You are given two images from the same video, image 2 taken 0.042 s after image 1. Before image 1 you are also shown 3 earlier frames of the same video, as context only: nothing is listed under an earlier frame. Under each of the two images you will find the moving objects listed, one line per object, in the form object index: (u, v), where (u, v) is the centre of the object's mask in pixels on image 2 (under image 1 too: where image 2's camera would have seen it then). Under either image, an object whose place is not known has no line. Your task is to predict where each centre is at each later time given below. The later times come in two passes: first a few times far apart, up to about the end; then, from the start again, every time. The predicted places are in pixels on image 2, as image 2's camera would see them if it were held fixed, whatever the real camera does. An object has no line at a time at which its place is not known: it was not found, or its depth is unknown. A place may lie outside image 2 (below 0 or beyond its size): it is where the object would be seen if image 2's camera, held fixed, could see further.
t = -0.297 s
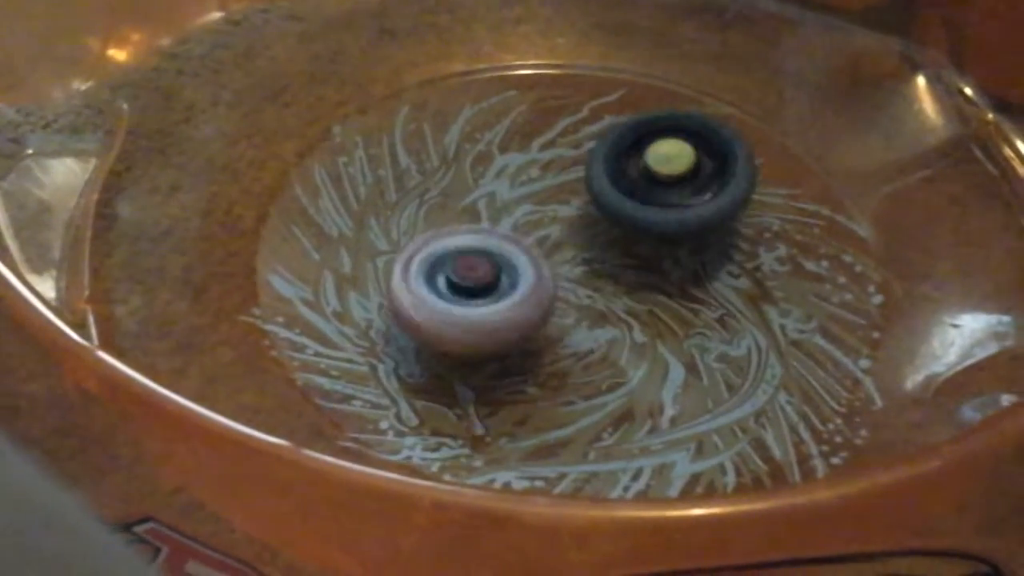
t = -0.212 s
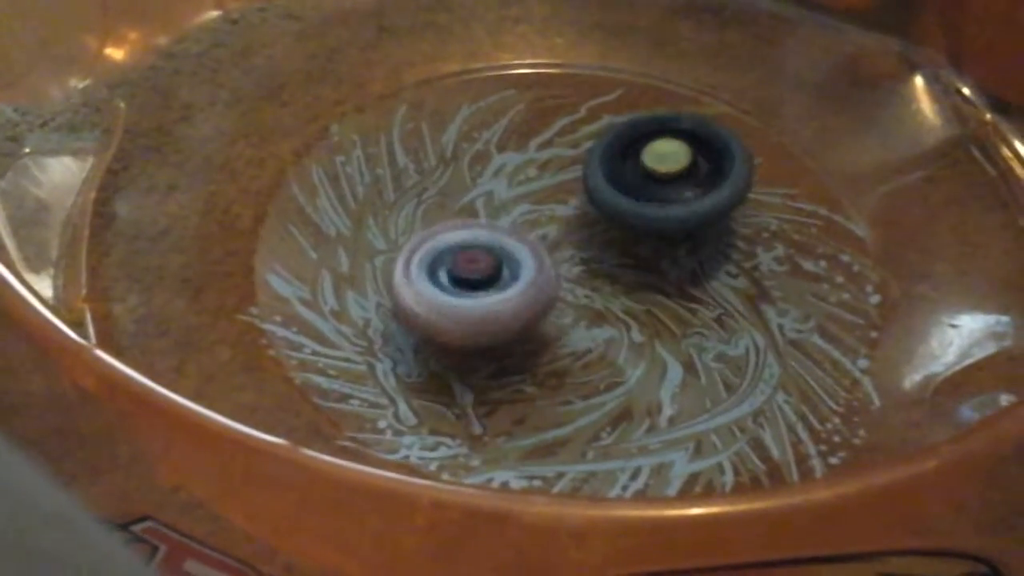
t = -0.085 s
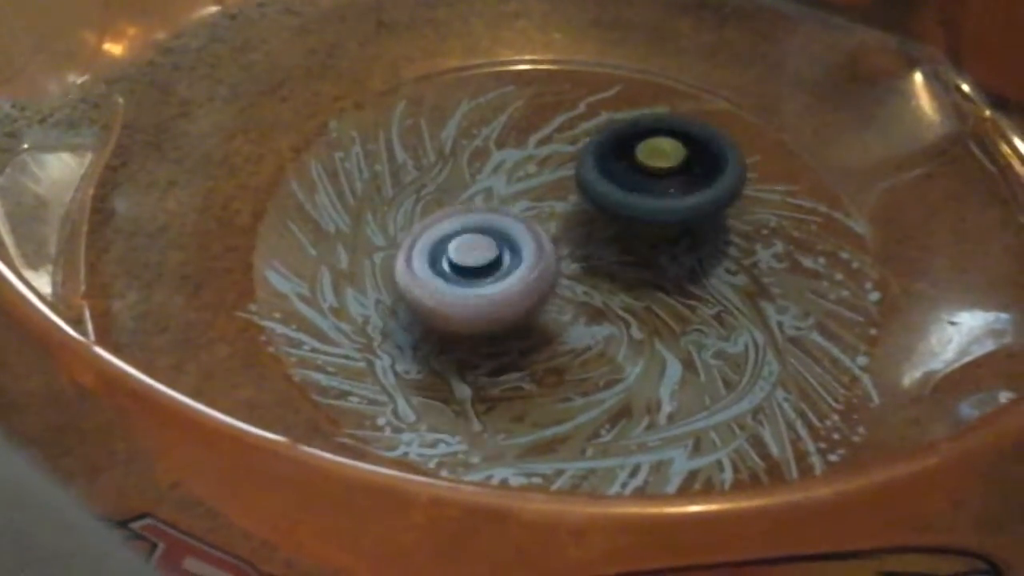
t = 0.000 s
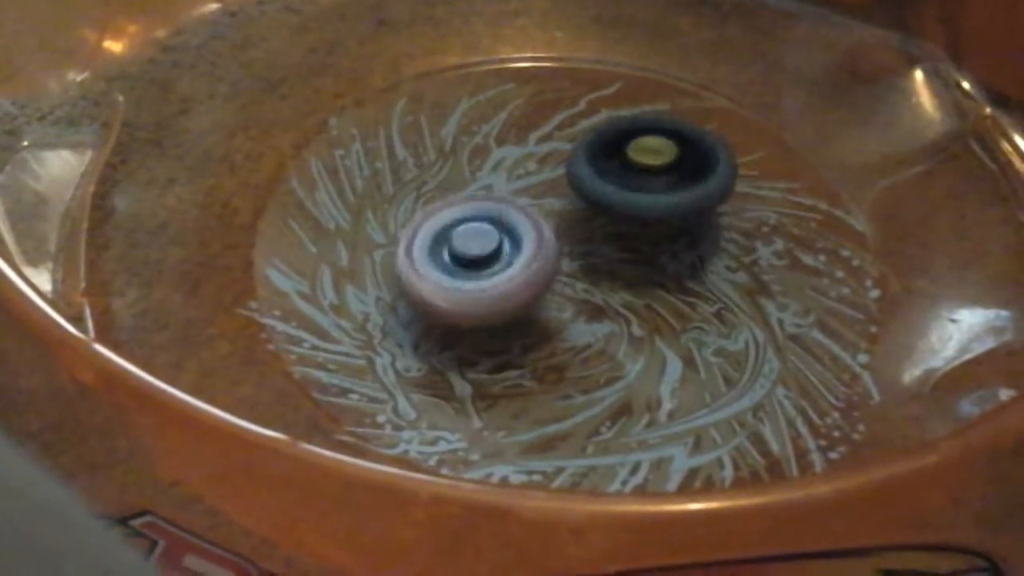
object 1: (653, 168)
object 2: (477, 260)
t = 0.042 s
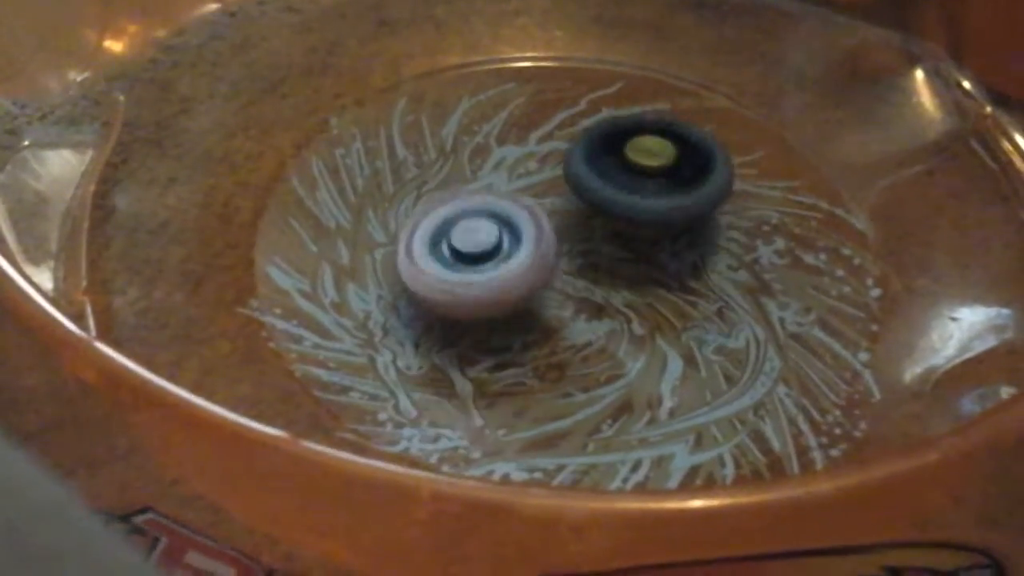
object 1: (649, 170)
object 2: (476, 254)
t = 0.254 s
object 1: (628, 165)
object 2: (464, 238)
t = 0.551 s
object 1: (617, 160)
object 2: (451, 231)
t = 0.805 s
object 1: (614, 165)
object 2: (463, 231)
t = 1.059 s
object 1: (626, 172)
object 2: (443, 245)
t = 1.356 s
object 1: (635, 185)
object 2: (466, 259)
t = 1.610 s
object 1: (667, 180)
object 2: (463, 273)
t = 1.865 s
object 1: (668, 185)
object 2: (473, 258)
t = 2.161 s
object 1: (639, 184)
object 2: (469, 234)
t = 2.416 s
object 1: (634, 171)
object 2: (458, 221)
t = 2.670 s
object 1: (638, 171)
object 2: (473, 217)
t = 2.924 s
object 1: (635, 178)
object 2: (466, 218)
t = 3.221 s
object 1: (658, 184)
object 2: (430, 234)
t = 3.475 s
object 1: (653, 186)
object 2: (468, 239)
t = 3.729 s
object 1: (664, 178)
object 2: (472, 247)
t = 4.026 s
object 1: (669, 164)
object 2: (479, 240)
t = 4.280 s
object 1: (675, 165)
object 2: (478, 228)
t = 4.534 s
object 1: (669, 180)
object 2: (477, 222)
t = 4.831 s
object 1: (655, 169)
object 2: (485, 213)
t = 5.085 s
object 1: (649, 171)
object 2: (483, 201)
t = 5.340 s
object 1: (709, 173)
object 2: (361, 208)
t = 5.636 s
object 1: (720, 162)
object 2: (336, 216)
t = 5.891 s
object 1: (688, 177)
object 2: (520, 273)
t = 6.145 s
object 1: (583, 188)
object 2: (709, 315)
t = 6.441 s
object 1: (508, 172)
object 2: (753, 286)
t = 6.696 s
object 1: (498, 180)
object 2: (669, 181)
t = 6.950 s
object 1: (501, 186)
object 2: (621, 103)
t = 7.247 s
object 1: (493, 198)
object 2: (567, 115)
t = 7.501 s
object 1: (491, 217)
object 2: (573, 118)
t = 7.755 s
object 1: (500, 209)
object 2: (645, 152)
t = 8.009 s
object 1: (507, 205)
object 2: (710, 216)
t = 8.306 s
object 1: (507, 205)
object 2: (721, 266)
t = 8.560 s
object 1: (513, 205)
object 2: (707, 261)
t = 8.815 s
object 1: (485, 198)
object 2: (671, 244)
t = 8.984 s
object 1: (443, 186)
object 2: (703, 238)
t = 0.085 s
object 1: (642, 169)
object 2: (474, 250)
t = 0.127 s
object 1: (639, 171)
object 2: (472, 247)
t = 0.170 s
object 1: (634, 168)
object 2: (469, 244)
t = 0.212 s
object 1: (632, 167)
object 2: (467, 240)
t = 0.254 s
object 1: (628, 165)
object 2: (464, 238)
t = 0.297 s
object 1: (625, 161)
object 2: (463, 235)
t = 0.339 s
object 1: (624, 162)
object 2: (462, 232)
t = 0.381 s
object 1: (622, 161)
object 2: (456, 231)
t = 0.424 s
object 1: (621, 161)
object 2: (452, 231)
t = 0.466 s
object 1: (619, 161)
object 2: (453, 230)
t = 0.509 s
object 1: (619, 160)
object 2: (450, 230)
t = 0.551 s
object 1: (617, 160)
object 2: (451, 231)
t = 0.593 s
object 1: (616, 159)
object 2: (452, 231)
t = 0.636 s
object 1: (616, 160)
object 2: (456, 231)
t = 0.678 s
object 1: (615, 160)
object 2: (457, 231)
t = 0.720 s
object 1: (616, 161)
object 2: (459, 232)
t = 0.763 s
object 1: (614, 163)
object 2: (462, 231)
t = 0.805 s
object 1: (614, 165)
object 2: (463, 231)
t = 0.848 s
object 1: (611, 166)
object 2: (466, 229)
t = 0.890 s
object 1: (612, 165)
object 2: (466, 228)
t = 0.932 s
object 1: (617, 168)
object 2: (465, 234)
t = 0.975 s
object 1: (615, 170)
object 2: (468, 233)
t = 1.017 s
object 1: (619, 169)
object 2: (450, 240)
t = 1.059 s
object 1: (626, 172)
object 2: (443, 245)
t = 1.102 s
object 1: (630, 174)
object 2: (441, 249)
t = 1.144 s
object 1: (633, 172)
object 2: (442, 251)
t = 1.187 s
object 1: (636, 174)
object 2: (444, 254)
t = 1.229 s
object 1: (636, 175)
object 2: (445, 257)
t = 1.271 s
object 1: (636, 177)
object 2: (450, 260)
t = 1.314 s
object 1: (637, 181)
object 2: (457, 260)
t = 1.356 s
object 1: (635, 185)
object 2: (466, 259)
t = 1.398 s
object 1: (632, 188)
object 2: (480, 258)
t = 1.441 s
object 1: (633, 186)
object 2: (484, 261)
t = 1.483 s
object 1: (660, 181)
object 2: (469, 271)
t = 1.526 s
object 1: (668, 182)
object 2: (466, 275)
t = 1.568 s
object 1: (667, 183)
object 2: (466, 274)
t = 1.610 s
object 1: (667, 180)
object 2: (463, 273)
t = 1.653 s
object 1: (671, 177)
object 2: (466, 273)
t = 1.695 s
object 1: (673, 178)
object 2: (467, 269)
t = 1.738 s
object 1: (670, 180)
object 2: (468, 268)
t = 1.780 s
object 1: (672, 182)
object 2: (470, 264)
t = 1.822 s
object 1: (671, 183)
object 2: (471, 261)
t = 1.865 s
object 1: (668, 185)
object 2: (473, 258)
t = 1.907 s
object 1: (665, 186)
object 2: (474, 255)
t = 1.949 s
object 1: (660, 188)
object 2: (477, 250)
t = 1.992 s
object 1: (656, 186)
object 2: (475, 246)
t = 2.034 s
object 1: (652, 187)
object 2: (475, 243)
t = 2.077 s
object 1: (648, 185)
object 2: (473, 238)
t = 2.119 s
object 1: (645, 184)
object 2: (471, 236)
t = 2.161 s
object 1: (639, 184)
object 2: (469, 234)
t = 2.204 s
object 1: (637, 181)
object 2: (467, 231)
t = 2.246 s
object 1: (637, 180)
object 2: (465, 229)
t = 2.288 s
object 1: (633, 176)
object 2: (461, 226)
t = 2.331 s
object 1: (633, 174)
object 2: (459, 225)
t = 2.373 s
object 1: (635, 173)
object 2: (456, 223)
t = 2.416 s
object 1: (634, 171)
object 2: (458, 221)
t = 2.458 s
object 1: (636, 172)
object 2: (458, 220)
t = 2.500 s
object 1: (636, 171)
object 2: (460, 221)
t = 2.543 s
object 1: (637, 169)
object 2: (464, 220)
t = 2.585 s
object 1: (638, 170)
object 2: (465, 220)
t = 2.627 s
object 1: (637, 170)
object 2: (470, 219)
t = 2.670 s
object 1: (638, 171)
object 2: (473, 217)
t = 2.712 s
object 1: (636, 172)
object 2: (475, 217)
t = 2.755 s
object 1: (638, 170)
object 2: (475, 217)
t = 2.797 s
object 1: (646, 176)
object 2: (469, 220)
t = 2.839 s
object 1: (640, 180)
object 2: (469, 219)
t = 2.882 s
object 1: (634, 179)
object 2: (465, 218)
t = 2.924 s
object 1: (635, 178)
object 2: (466, 218)
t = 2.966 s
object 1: (637, 178)
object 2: (468, 217)
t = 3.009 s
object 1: (637, 180)
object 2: (469, 218)
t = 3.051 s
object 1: (636, 180)
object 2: (468, 219)
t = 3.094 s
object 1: (650, 183)
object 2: (445, 223)
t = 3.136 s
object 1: (657, 185)
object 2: (432, 227)
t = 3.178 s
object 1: (656, 184)
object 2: (426, 232)
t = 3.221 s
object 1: (658, 184)
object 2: (430, 234)
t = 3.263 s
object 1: (659, 184)
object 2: (432, 236)
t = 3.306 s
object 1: (657, 185)
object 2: (434, 238)
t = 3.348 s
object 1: (657, 186)
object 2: (437, 238)
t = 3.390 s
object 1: (658, 186)
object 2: (444, 239)
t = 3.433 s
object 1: (656, 187)
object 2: (453, 239)
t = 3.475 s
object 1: (653, 186)
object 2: (468, 239)
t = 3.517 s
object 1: (648, 186)
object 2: (481, 236)
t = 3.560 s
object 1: (647, 187)
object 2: (489, 238)
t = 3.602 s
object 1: (663, 183)
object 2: (474, 245)
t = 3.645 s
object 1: (666, 180)
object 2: (473, 250)
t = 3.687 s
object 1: (665, 179)
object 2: (475, 250)
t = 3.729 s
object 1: (664, 178)
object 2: (472, 247)
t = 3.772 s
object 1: (664, 176)
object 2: (471, 247)
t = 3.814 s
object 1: (662, 177)
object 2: (474, 248)
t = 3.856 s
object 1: (658, 178)
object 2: (477, 245)
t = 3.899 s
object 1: (656, 176)
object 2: (477, 244)
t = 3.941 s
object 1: (660, 168)
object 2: (478, 243)
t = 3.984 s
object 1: (662, 165)
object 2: (477, 241)
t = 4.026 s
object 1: (669, 164)
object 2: (479, 240)
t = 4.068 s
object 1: (674, 164)
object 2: (482, 237)
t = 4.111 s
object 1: (673, 163)
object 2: (477, 234)
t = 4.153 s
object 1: (674, 163)
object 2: (477, 233)
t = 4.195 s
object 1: (675, 165)
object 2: (477, 232)
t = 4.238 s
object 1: (676, 164)
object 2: (477, 230)
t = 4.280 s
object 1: (675, 165)
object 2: (478, 228)
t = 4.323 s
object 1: (678, 169)
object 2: (474, 225)
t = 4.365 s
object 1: (679, 170)
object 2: (473, 224)
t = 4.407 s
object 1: (678, 172)
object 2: (474, 225)
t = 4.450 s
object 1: (677, 176)
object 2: (473, 223)
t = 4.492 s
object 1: (674, 179)
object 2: (474, 223)
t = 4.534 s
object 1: (669, 180)
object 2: (477, 222)
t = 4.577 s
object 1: (664, 181)
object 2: (477, 221)
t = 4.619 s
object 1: (658, 179)
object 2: (478, 220)
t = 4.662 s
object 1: (654, 176)
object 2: (482, 220)
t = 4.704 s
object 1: (651, 172)
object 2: (482, 218)
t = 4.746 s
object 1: (652, 168)
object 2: (483, 217)
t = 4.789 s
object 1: (654, 170)
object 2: (484, 215)
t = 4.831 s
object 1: (655, 169)
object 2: (485, 213)
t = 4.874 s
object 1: (654, 168)
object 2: (486, 211)
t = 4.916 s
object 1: (651, 169)
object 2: (485, 209)
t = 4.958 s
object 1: (649, 170)
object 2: (485, 208)
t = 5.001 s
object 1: (645, 168)
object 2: (486, 206)
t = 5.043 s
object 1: (645, 167)
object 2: (484, 202)
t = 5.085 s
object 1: (649, 171)
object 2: (483, 201)
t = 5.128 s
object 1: (650, 176)
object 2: (482, 200)
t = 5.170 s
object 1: (647, 181)
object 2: (479, 201)
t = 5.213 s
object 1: (649, 185)
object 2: (465, 207)
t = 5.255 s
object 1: (674, 181)
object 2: (429, 212)
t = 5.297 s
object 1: (692, 178)
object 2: (394, 211)
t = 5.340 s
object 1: (709, 173)
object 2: (361, 208)
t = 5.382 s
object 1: (718, 170)
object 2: (337, 208)
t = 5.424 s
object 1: (724, 170)
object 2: (322, 205)
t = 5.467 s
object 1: (728, 169)
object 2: (316, 204)
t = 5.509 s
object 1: (727, 169)
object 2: (315, 205)
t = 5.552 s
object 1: (724, 166)
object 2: (318, 205)
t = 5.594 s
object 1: (721, 162)
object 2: (324, 211)
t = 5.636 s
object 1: (720, 162)
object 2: (336, 216)
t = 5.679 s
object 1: (720, 162)
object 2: (353, 225)
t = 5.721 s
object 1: (720, 162)
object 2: (380, 230)
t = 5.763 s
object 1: (718, 166)
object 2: (407, 237)
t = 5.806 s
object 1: (711, 170)
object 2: (446, 250)
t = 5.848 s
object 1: (702, 173)
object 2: (481, 260)
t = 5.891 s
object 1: (688, 177)
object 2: (520, 273)
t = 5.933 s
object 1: (675, 182)
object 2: (559, 282)
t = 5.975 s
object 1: (657, 184)
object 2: (591, 291)
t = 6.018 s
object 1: (637, 188)
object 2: (624, 295)
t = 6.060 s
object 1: (616, 189)
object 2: (656, 305)
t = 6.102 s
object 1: (602, 189)
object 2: (686, 309)
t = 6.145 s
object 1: (583, 188)
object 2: (709, 315)
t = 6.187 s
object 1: (570, 187)
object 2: (729, 317)
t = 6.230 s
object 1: (553, 186)
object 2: (748, 319)
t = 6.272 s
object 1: (540, 185)
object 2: (758, 313)
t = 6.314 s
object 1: (529, 180)
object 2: (765, 309)
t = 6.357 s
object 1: (516, 177)
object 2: (763, 304)
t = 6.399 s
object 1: (512, 173)
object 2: (760, 297)
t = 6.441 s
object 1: (508, 172)
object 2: (753, 286)
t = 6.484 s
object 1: (509, 171)
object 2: (738, 273)
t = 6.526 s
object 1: (507, 171)
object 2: (723, 261)
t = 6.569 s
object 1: (507, 173)
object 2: (708, 241)
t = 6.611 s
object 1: (505, 177)
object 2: (699, 221)
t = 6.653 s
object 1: (501, 178)
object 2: (681, 201)
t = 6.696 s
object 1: (498, 180)
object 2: (669, 181)
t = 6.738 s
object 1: (497, 178)
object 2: (658, 162)
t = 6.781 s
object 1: (497, 179)
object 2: (649, 142)
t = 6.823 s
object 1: (497, 179)
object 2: (641, 125)
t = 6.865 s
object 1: (502, 179)
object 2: (634, 114)
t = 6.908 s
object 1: (500, 183)
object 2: (627, 107)
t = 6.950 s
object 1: (501, 186)
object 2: (621, 103)
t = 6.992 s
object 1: (501, 191)
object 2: (616, 101)
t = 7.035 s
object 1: (498, 194)
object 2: (610, 101)
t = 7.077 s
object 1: (497, 198)
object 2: (604, 100)
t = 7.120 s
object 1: (493, 199)
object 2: (597, 101)
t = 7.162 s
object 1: (493, 199)
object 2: (587, 106)
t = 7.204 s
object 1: (492, 199)
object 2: (579, 112)
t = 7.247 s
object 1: (493, 198)
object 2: (567, 115)
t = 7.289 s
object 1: (490, 205)
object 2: (561, 117)
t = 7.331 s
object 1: (490, 212)
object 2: (560, 116)
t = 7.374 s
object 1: (490, 219)
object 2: (560, 115)
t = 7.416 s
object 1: (487, 224)
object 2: (563, 114)
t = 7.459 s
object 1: (487, 221)
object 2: (567, 116)
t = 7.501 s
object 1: (491, 217)
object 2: (573, 118)
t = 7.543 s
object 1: (494, 214)
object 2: (578, 118)
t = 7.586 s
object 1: (498, 211)
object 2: (587, 123)
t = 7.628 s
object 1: (504, 210)
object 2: (598, 128)
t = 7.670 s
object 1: (509, 211)
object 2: (611, 135)
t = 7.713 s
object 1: (507, 212)
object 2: (625, 138)
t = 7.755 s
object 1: (500, 209)
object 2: (645, 152)
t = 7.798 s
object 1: (491, 210)
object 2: (659, 157)
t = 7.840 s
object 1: (486, 211)
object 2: (670, 170)
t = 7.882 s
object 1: (492, 208)
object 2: (686, 181)
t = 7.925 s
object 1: (504, 204)
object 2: (695, 191)
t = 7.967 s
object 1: (508, 205)
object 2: (700, 204)
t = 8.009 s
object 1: (507, 205)
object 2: (710, 216)
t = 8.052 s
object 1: (501, 206)
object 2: (714, 228)
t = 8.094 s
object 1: (493, 206)
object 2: (718, 234)
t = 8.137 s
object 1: (497, 205)
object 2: (719, 245)
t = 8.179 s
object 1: (503, 201)
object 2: (720, 253)
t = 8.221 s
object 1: (506, 197)
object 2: (721, 258)
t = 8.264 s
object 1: (508, 200)
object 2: (721, 262)
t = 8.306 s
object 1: (507, 205)
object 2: (721, 266)
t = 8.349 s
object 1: (505, 205)
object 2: (723, 266)
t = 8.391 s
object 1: (502, 203)
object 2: (721, 269)
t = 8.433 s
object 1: (503, 201)
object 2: (712, 269)
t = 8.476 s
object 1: (505, 200)
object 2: (708, 268)
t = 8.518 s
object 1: (510, 199)
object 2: (709, 264)
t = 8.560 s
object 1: (513, 205)
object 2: (707, 261)
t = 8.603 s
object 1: (509, 207)
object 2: (702, 257)
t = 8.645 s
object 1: (505, 208)
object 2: (691, 259)
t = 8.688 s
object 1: (502, 205)
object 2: (678, 259)
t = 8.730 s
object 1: (503, 205)
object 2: (669, 253)
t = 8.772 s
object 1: (504, 203)
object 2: (662, 244)
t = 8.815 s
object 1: (485, 198)
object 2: (671, 244)
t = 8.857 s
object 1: (472, 193)
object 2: (681, 242)
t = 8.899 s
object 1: (464, 193)
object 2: (689, 242)
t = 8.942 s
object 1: (453, 191)
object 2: (693, 241)
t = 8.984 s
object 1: (443, 186)
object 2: (703, 238)
